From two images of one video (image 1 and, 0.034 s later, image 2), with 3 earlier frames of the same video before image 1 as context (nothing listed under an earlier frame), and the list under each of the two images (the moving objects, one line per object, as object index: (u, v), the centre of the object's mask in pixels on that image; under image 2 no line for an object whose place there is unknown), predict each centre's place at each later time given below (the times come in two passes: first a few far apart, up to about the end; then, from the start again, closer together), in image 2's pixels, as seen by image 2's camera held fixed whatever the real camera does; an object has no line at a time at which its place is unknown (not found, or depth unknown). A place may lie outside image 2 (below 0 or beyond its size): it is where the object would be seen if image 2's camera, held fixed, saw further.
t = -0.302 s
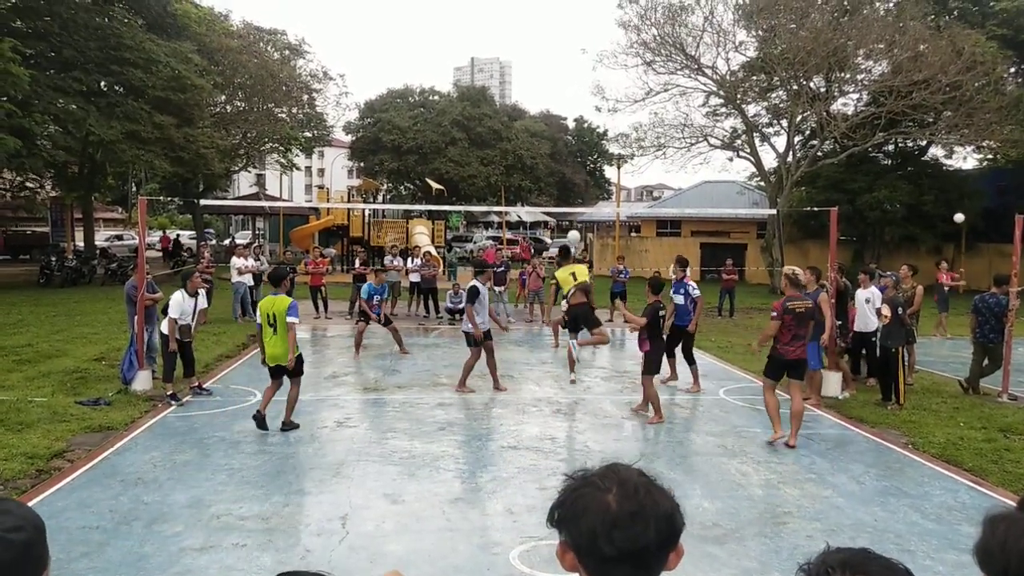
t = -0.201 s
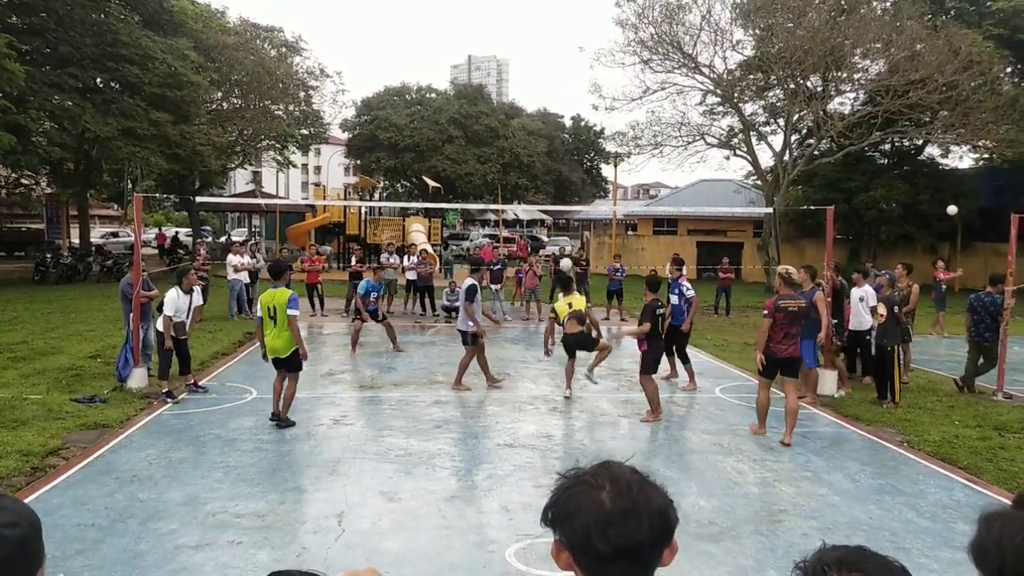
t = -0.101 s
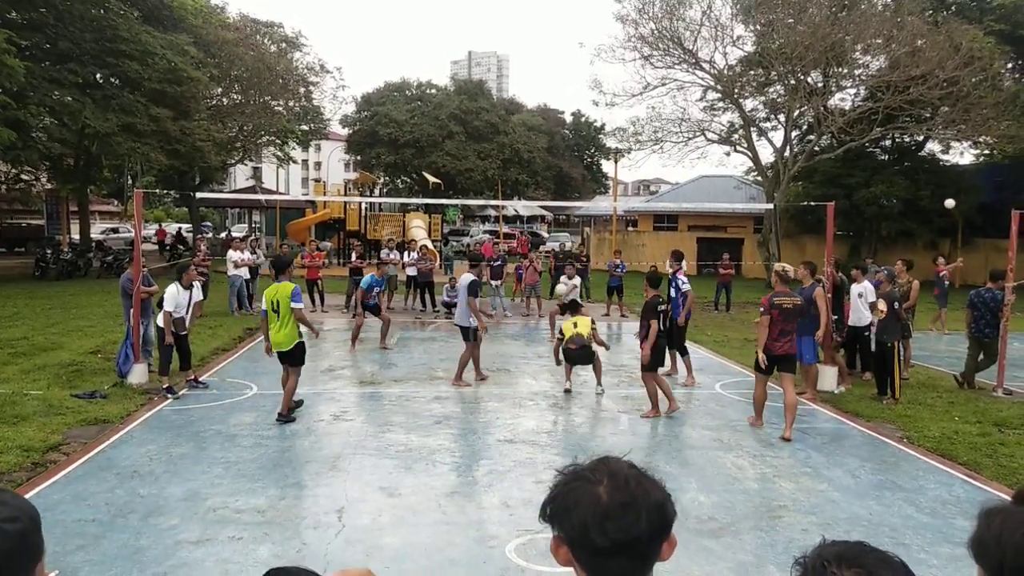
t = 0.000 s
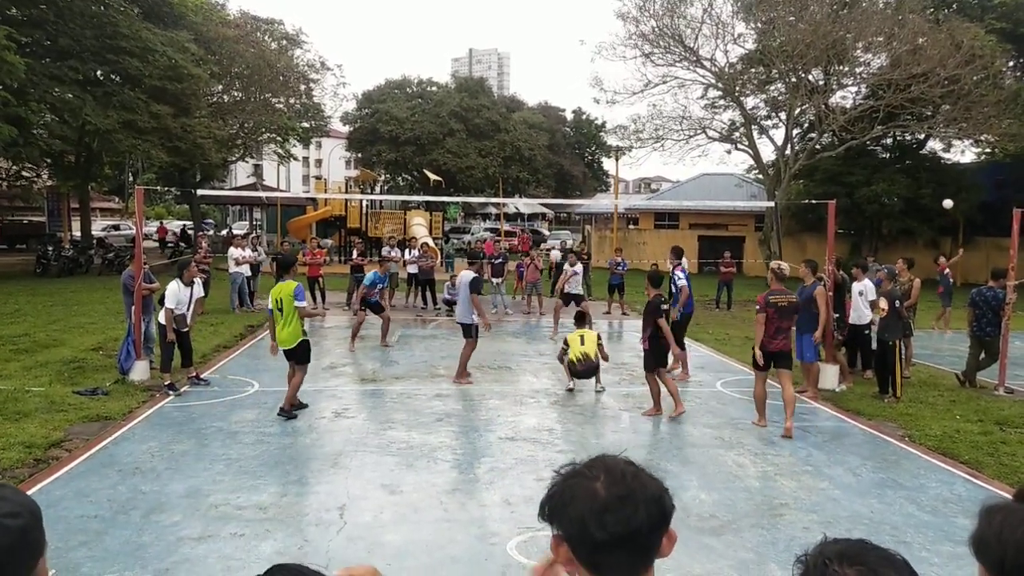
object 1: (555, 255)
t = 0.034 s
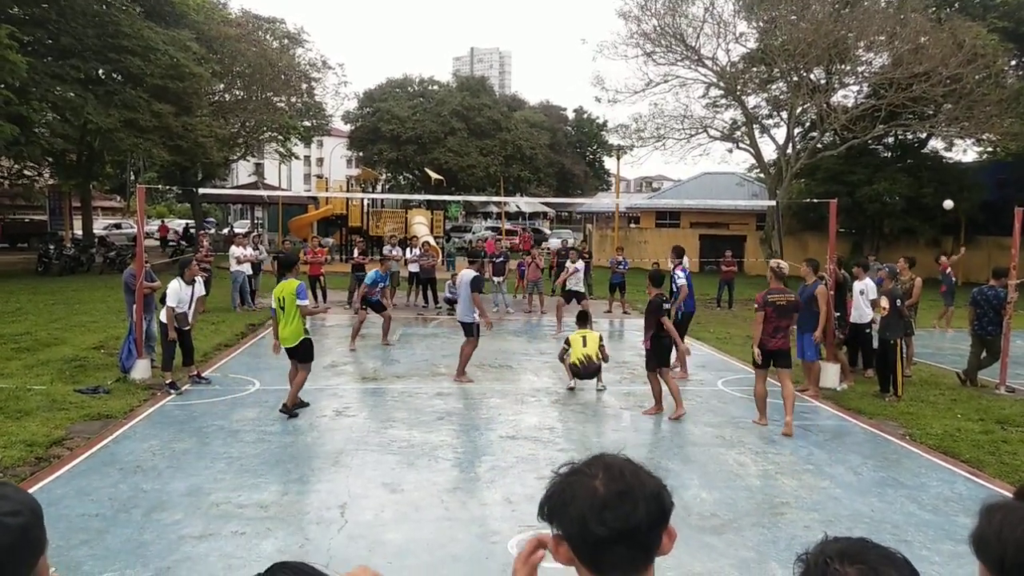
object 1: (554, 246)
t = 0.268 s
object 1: (536, 188)
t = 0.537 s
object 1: (512, 159)
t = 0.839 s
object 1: (481, 179)
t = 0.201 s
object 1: (542, 201)
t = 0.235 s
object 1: (539, 193)
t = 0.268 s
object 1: (536, 188)
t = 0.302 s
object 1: (534, 182)
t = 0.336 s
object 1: (531, 177)
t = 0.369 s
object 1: (528, 173)
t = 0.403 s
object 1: (525, 169)
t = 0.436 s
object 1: (521, 166)
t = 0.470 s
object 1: (518, 163)
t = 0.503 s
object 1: (515, 161)
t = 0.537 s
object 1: (512, 159)
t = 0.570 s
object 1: (509, 159)
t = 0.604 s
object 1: (506, 159)
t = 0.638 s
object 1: (502, 159)
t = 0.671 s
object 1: (499, 161)
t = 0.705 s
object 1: (495, 163)
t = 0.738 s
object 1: (492, 166)
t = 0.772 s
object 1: (488, 169)
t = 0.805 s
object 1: (485, 173)
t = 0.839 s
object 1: (481, 179)
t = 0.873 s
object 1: (478, 184)
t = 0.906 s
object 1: (474, 190)
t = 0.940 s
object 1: (470, 198)
